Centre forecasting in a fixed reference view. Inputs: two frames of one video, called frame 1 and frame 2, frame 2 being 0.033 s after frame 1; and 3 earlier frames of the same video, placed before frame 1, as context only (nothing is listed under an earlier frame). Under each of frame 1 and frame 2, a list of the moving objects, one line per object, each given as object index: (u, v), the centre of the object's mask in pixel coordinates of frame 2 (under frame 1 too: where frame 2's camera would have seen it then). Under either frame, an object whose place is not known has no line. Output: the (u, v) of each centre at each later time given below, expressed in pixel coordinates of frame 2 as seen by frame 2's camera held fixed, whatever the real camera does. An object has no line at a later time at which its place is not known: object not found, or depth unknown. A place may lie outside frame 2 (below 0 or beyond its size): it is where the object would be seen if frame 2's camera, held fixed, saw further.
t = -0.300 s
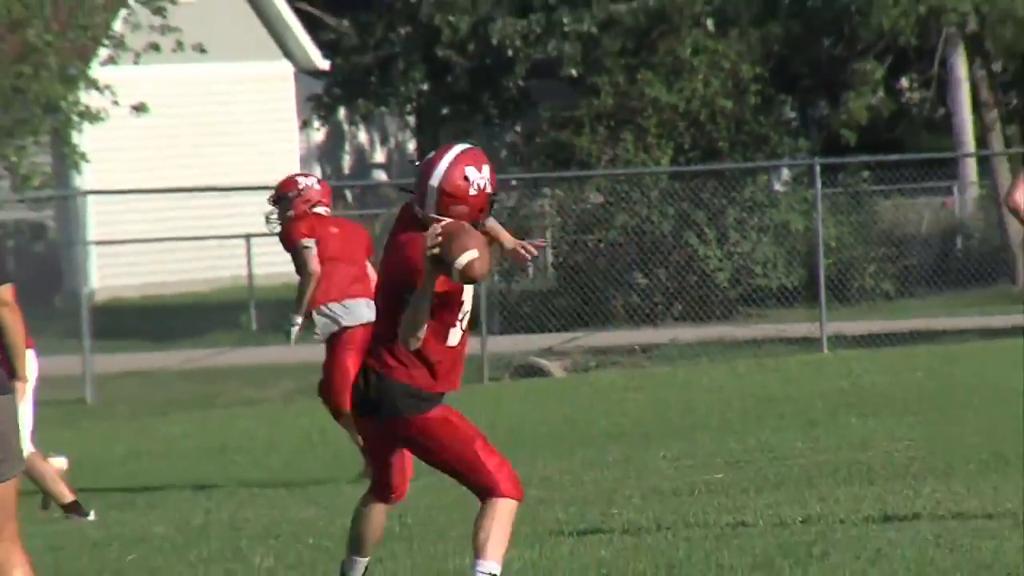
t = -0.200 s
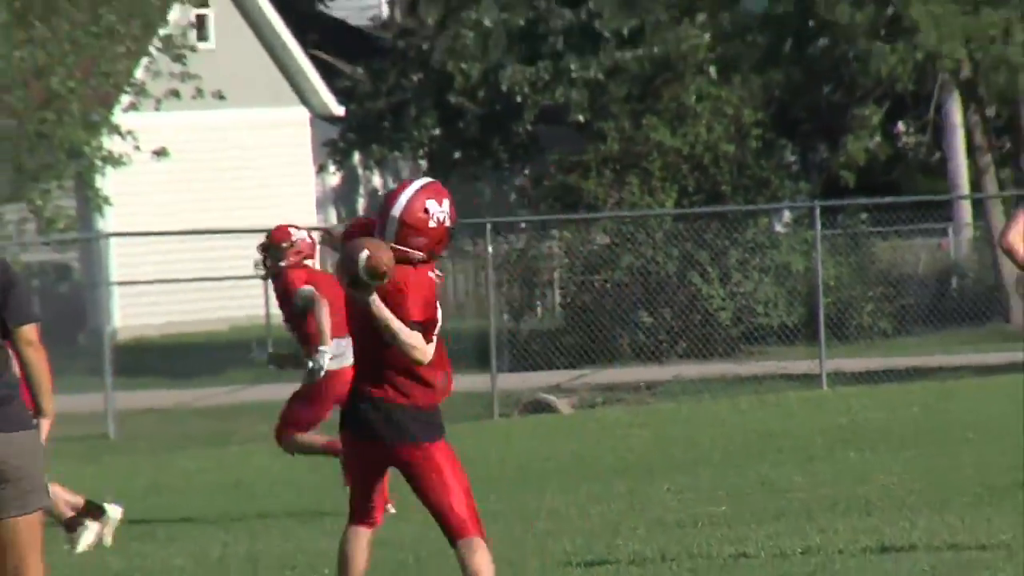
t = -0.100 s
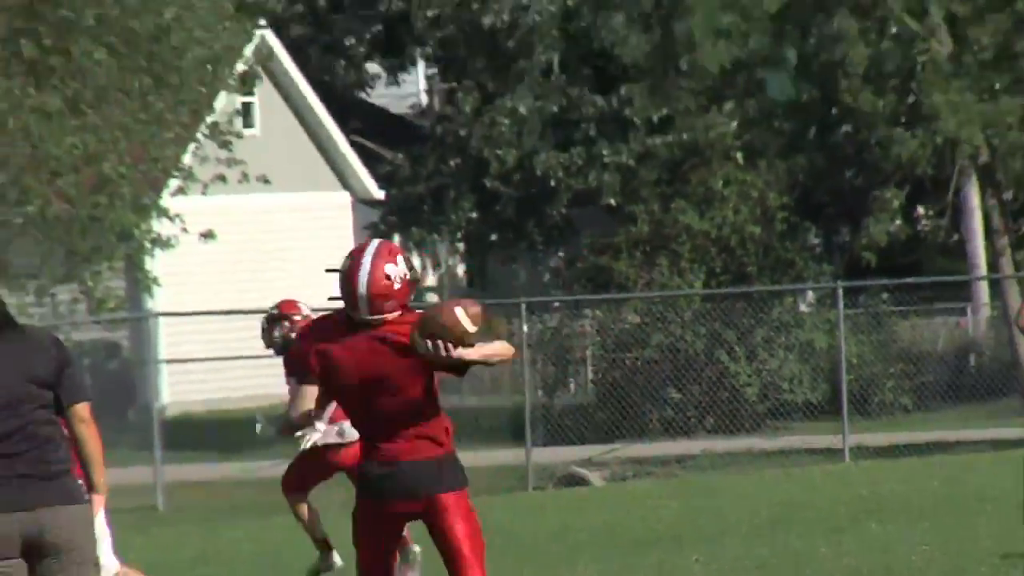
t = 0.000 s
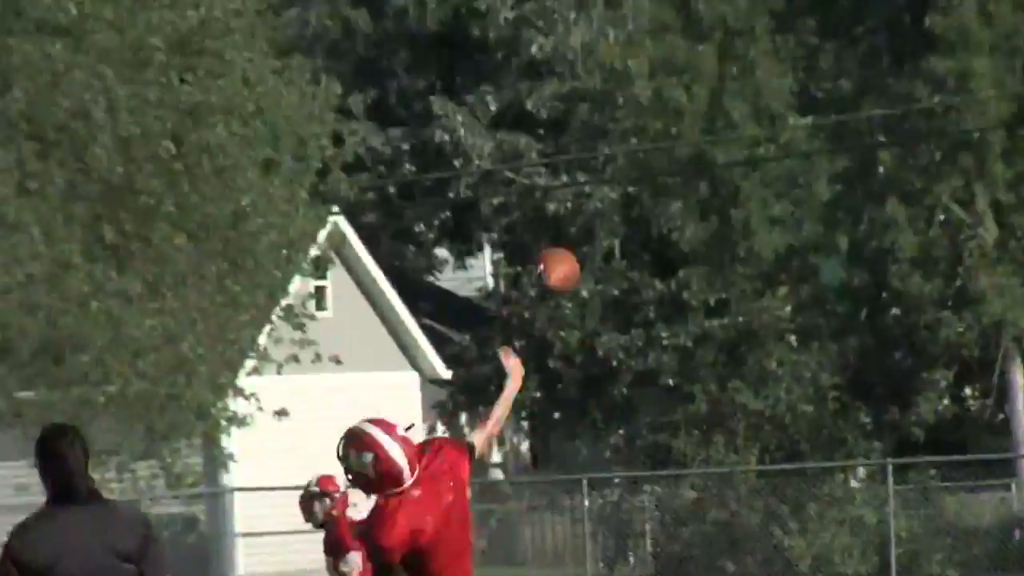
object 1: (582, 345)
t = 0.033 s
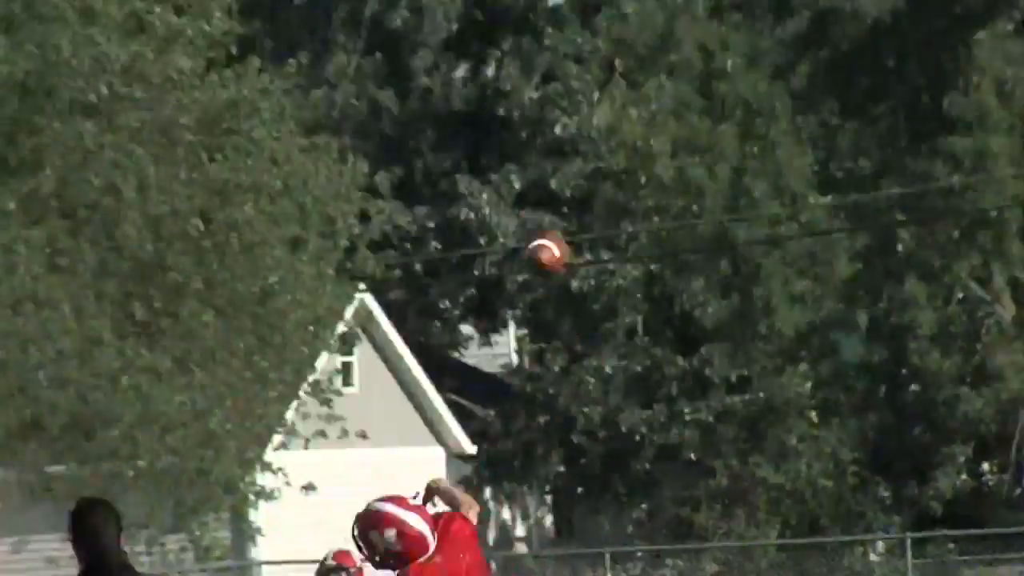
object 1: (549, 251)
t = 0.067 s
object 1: (515, 160)
